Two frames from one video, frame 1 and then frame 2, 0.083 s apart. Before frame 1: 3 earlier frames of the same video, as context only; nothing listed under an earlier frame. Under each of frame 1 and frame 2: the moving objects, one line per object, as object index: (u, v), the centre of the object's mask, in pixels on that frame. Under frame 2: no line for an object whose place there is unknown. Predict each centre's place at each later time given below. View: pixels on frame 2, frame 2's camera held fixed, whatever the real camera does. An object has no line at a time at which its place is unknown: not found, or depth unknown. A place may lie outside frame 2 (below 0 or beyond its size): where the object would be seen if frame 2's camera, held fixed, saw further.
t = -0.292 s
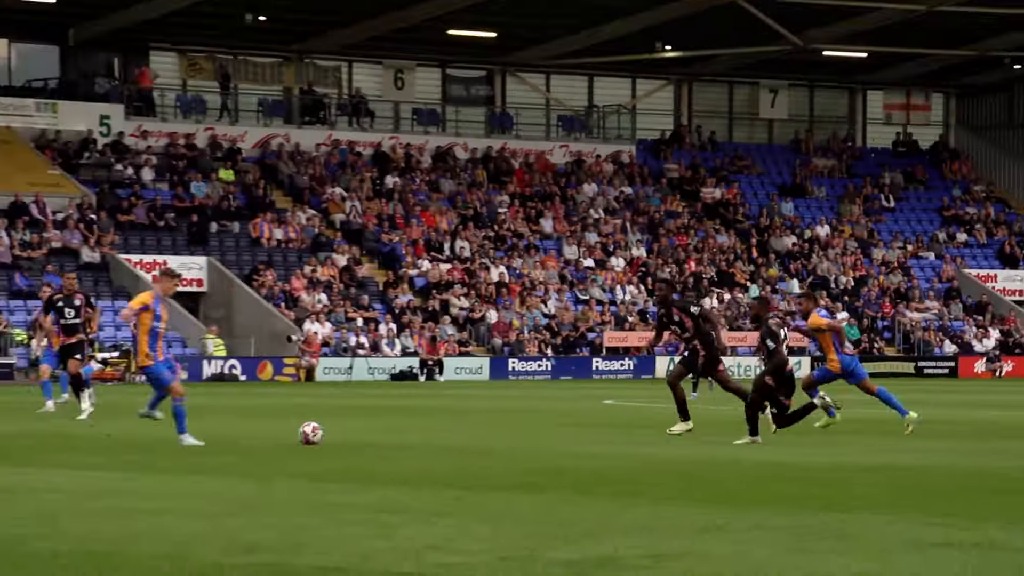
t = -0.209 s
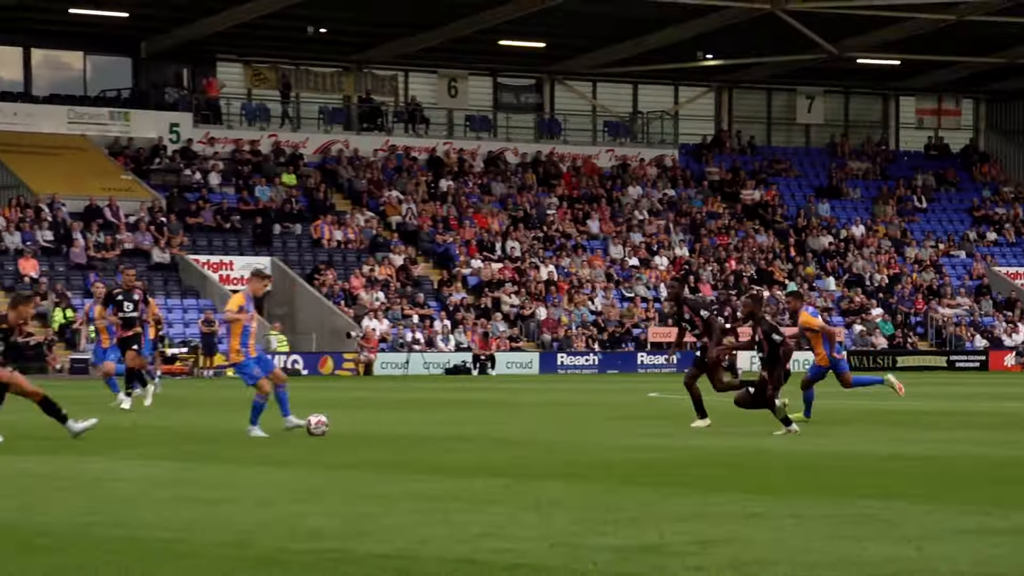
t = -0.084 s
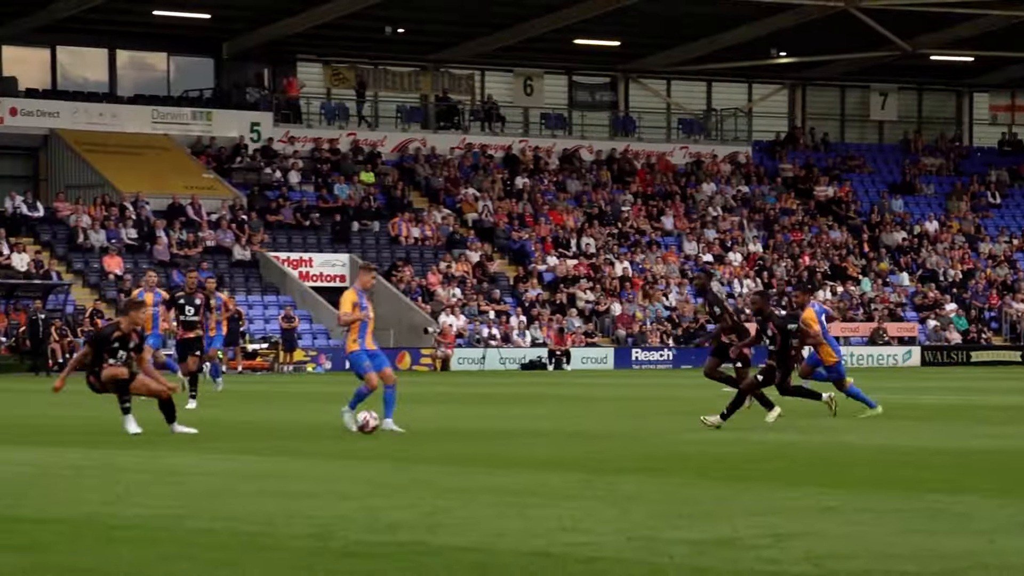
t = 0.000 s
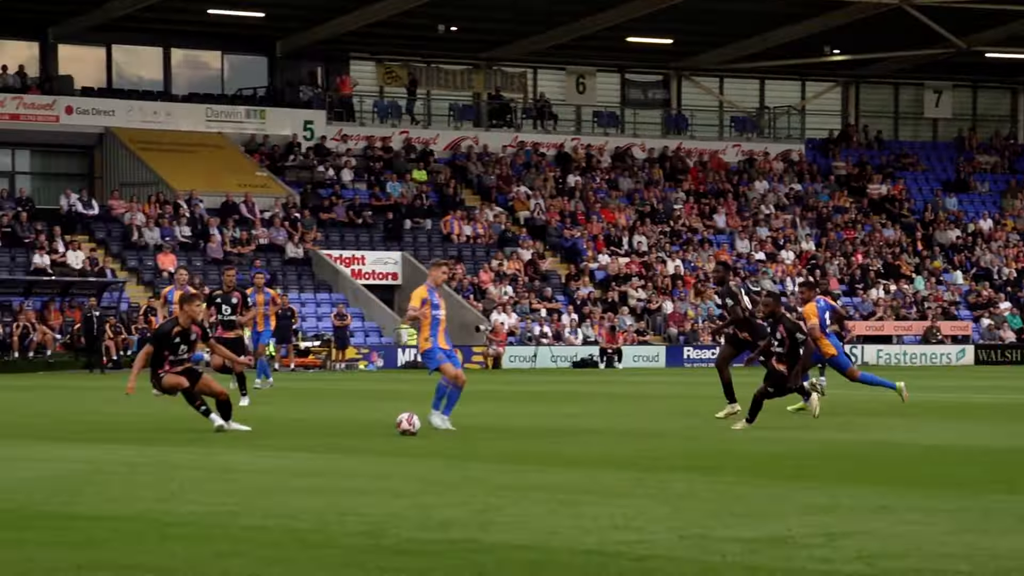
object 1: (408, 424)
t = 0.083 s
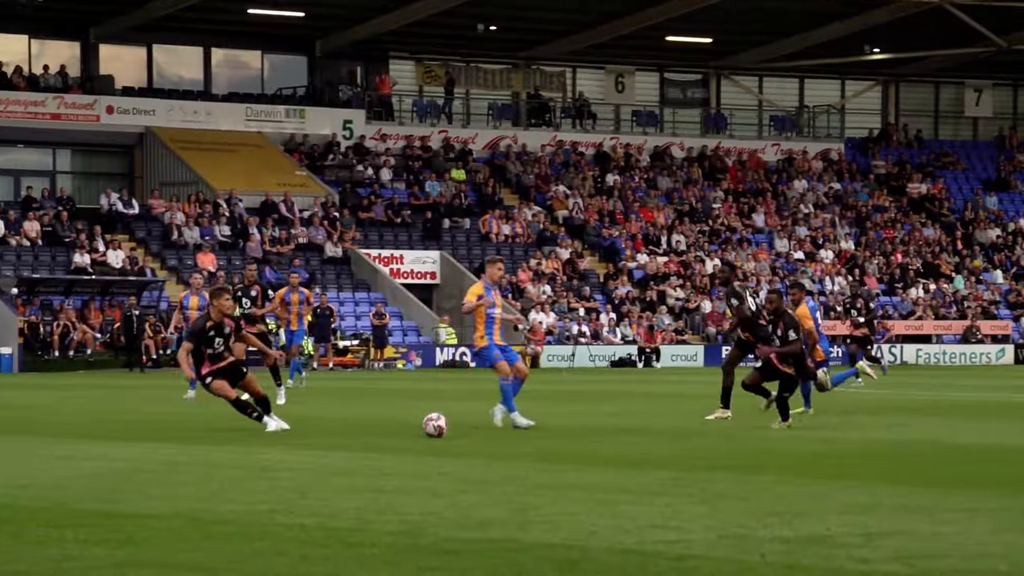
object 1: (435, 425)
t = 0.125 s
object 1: (425, 425)
